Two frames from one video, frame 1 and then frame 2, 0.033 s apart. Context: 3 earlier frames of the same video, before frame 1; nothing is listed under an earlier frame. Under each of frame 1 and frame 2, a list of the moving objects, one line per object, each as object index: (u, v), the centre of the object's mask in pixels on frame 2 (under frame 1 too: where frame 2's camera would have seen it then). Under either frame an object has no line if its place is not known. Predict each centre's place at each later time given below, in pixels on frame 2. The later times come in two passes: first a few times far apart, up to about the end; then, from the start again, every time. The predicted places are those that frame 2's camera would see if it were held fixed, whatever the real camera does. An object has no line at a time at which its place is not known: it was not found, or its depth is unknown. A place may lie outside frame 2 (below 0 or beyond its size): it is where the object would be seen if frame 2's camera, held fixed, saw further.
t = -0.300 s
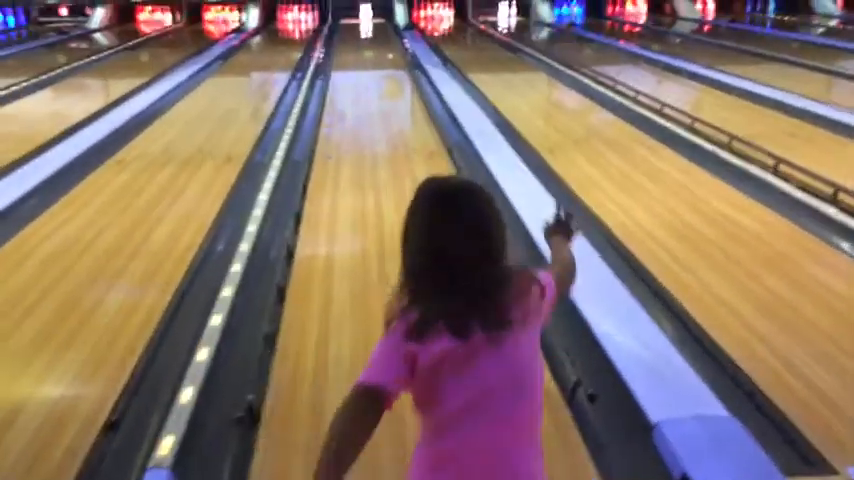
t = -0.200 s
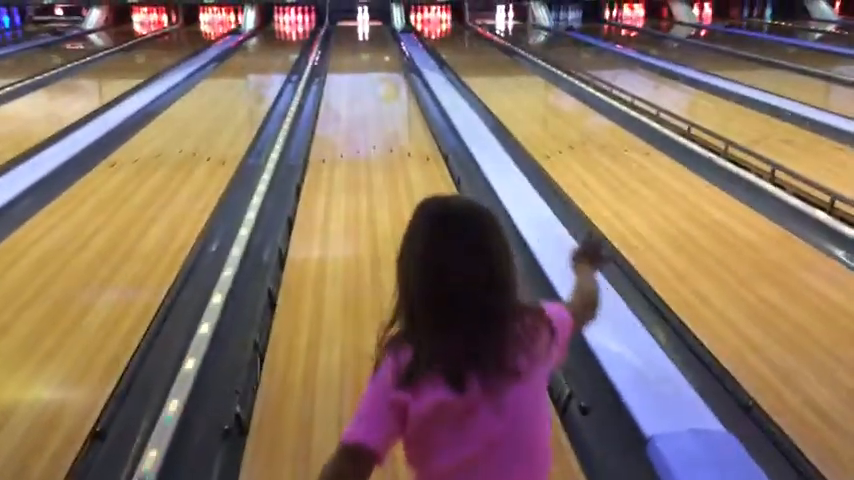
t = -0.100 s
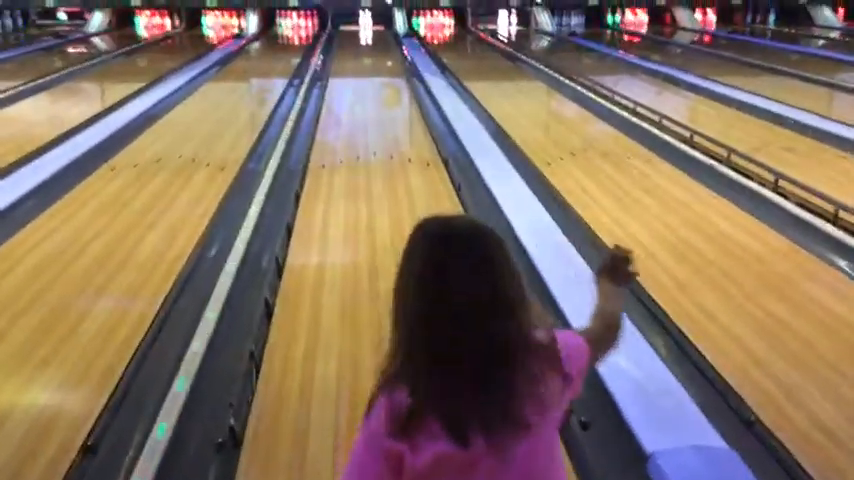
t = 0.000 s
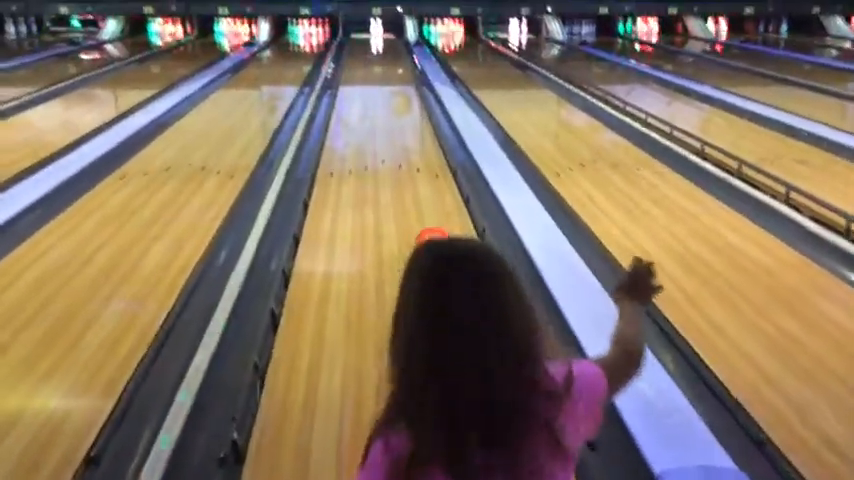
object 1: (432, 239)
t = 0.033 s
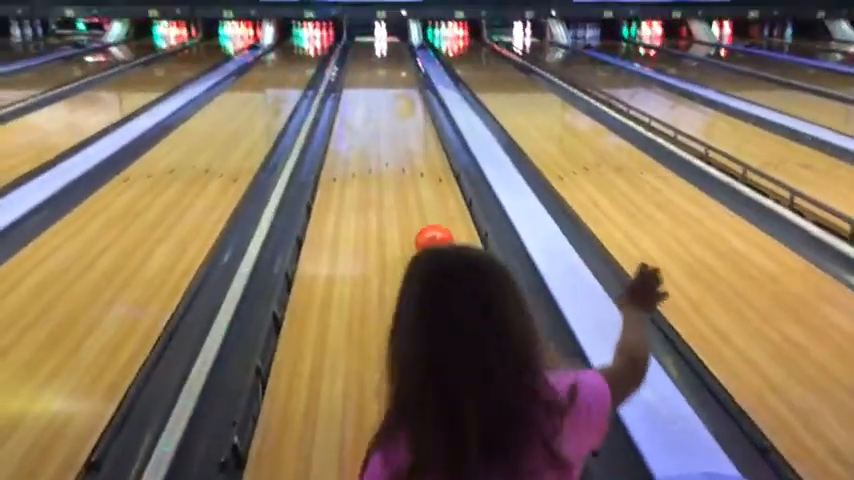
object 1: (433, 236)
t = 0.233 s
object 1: (422, 207)
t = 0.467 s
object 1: (411, 176)
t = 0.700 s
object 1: (403, 154)
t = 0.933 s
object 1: (397, 136)
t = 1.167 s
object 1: (391, 122)
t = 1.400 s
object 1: (387, 111)
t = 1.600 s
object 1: (384, 103)
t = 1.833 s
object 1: (381, 95)
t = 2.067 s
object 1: (378, 89)
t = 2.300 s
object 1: (375, 83)
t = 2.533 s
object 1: (372, 79)
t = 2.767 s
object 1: (370, 73)
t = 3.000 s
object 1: (367, 70)
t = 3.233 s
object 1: (365, 66)
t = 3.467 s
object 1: (362, 61)
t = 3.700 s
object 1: (360, 58)
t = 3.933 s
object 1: (358, 55)
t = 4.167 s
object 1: (357, 52)
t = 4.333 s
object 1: (356, 49)
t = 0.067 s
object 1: (431, 234)
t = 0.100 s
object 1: (429, 230)
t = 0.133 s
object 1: (427, 224)
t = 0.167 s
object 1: (426, 218)
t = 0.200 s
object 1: (423, 212)
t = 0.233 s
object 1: (422, 207)
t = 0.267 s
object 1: (420, 202)
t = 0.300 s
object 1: (418, 197)
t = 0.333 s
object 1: (416, 193)
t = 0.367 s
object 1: (415, 188)
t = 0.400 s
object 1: (413, 184)
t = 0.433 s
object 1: (412, 181)
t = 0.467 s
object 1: (411, 176)
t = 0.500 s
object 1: (409, 173)
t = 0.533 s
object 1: (408, 169)
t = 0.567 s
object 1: (407, 166)
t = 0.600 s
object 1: (406, 163)
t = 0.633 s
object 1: (405, 160)
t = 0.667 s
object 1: (403, 157)
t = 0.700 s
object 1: (403, 154)
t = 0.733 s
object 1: (401, 151)
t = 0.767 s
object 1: (400, 148)
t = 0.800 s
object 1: (400, 145)
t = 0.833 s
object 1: (399, 143)
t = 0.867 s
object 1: (399, 141)
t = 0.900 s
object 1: (398, 138)
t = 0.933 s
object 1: (397, 136)
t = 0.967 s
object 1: (396, 133)
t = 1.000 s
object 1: (395, 131)
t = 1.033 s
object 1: (394, 130)
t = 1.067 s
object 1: (394, 128)
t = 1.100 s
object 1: (393, 126)
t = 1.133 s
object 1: (392, 124)
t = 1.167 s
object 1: (391, 122)
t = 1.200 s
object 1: (391, 120)
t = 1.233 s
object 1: (390, 119)
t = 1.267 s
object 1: (389, 117)
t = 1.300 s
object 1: (389, 115)
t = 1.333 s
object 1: (388, 114)
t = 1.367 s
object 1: (388, 113)
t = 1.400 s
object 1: (387, 111)
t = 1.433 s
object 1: (386, 109)
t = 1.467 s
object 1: (386, 108)
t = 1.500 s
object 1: (386, 107)
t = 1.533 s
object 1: (385, 105)
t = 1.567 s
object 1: (385, 105)
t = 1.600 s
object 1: (384, 103)
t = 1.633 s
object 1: (383, 102)
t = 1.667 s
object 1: (383, 100)
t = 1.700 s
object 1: (382, 99)
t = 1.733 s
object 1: (382, 98)
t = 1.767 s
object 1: (382, 97)
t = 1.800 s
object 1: (381, 95)
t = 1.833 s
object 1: (381, 95)
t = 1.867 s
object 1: (381, 93)
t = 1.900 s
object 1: (380, 93)
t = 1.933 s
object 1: (380, 92)
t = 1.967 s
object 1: (379, 92)
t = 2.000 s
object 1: (379, 90)
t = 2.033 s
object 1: (379, 90)
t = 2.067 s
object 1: (378, 89)
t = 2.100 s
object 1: (377, 87)
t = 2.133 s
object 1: (376, 87)
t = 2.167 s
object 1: (376, 86)
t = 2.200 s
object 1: (376, 85)
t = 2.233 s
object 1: (375, 84)
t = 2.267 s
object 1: (375, 83)
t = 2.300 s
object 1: (375, 83)
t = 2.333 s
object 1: (374, 83)
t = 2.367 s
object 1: (374, 81)
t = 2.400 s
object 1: (373, 81)
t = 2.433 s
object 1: (373, 80)
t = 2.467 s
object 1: (373, 80)
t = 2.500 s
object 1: (373, 80)
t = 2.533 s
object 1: (372, 79)
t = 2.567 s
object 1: (372, 78)
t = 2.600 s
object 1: (372, 79)
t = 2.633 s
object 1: (371, 76)
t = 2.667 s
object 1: (370, 75)
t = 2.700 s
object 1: (370, 74)
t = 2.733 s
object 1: (369, 74)
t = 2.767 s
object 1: (370, 73)
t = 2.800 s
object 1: (370, 73)
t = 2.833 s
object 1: (369, 71)
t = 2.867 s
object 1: (368, 70)
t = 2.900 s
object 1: (368, 70)
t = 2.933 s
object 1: (368, 70)
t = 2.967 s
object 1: (368, 69)
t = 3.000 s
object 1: (367, 70)
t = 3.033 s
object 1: (367, 69)
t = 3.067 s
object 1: (367, 69)
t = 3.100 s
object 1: (367, 68)
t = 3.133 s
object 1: (366, 67)
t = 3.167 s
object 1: (366, 67)
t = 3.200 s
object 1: (366, 67)
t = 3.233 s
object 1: (365, 66)
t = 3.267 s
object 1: (365, 66)
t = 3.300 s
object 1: (364, 64)
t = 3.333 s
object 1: (363, 63)
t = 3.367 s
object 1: (363, 62)
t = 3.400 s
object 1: (363, 62)
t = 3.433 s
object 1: (363, 62)
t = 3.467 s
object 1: (362, 61)
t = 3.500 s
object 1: (362, 61)
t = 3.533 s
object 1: (362, 61)
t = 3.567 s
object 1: (362, 60)
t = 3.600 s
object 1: (361, 59)
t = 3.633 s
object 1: (361, 58)
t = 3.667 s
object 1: (360, 57)
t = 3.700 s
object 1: (360, 58)
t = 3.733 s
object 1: (359, 57)
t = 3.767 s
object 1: (360, 56)
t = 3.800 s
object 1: (359, 56)
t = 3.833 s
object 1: (359, 56)
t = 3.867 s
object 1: (359, 56)
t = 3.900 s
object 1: (359, 55)
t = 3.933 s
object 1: (358, 55)
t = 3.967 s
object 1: (358, 55)
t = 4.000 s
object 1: (358, 54)
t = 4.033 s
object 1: (357, 54)
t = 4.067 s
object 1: (357, 53)
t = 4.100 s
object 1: (357, 54)
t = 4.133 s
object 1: (357, 52)
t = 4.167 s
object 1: (357, 52)
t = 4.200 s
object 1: (356, 51)
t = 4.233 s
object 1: (356, 51)
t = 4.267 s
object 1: (356, 51)
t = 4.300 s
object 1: (356, 50)
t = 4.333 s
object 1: (356, 49)
